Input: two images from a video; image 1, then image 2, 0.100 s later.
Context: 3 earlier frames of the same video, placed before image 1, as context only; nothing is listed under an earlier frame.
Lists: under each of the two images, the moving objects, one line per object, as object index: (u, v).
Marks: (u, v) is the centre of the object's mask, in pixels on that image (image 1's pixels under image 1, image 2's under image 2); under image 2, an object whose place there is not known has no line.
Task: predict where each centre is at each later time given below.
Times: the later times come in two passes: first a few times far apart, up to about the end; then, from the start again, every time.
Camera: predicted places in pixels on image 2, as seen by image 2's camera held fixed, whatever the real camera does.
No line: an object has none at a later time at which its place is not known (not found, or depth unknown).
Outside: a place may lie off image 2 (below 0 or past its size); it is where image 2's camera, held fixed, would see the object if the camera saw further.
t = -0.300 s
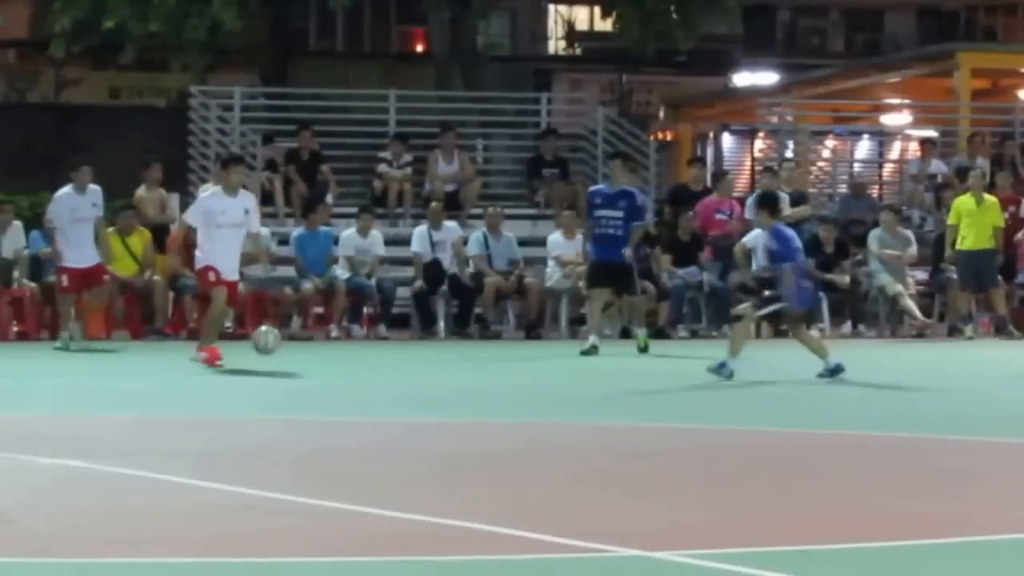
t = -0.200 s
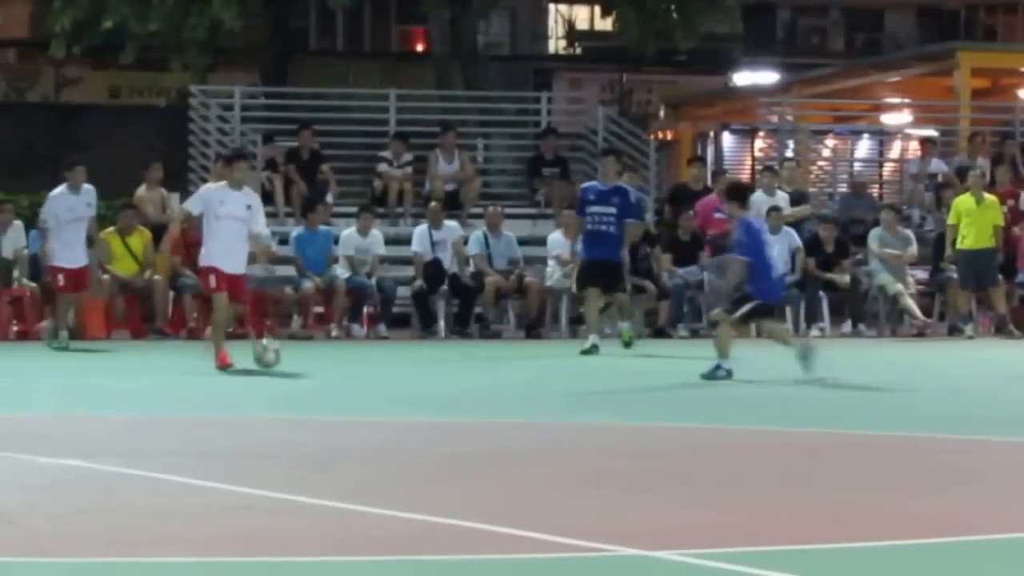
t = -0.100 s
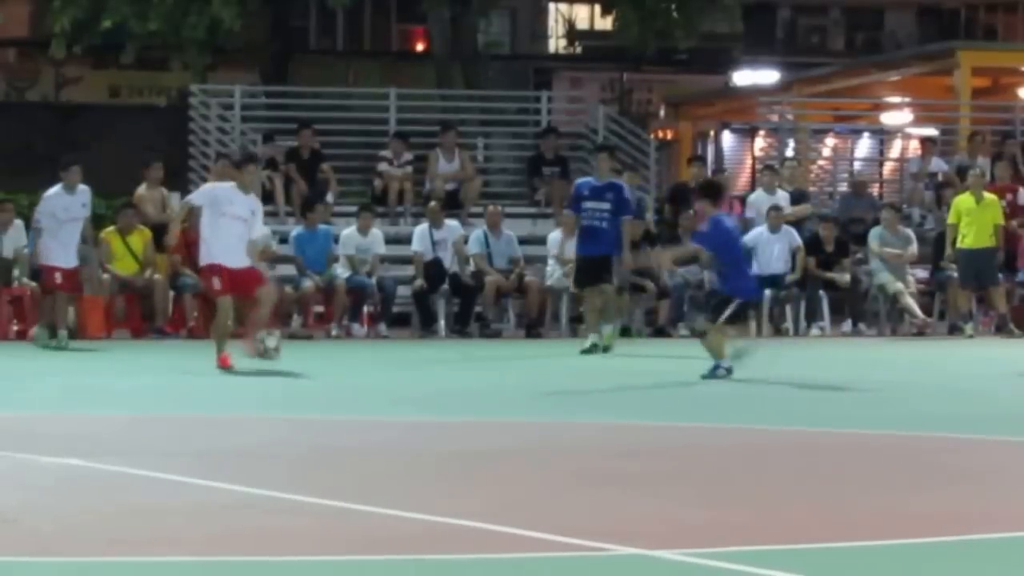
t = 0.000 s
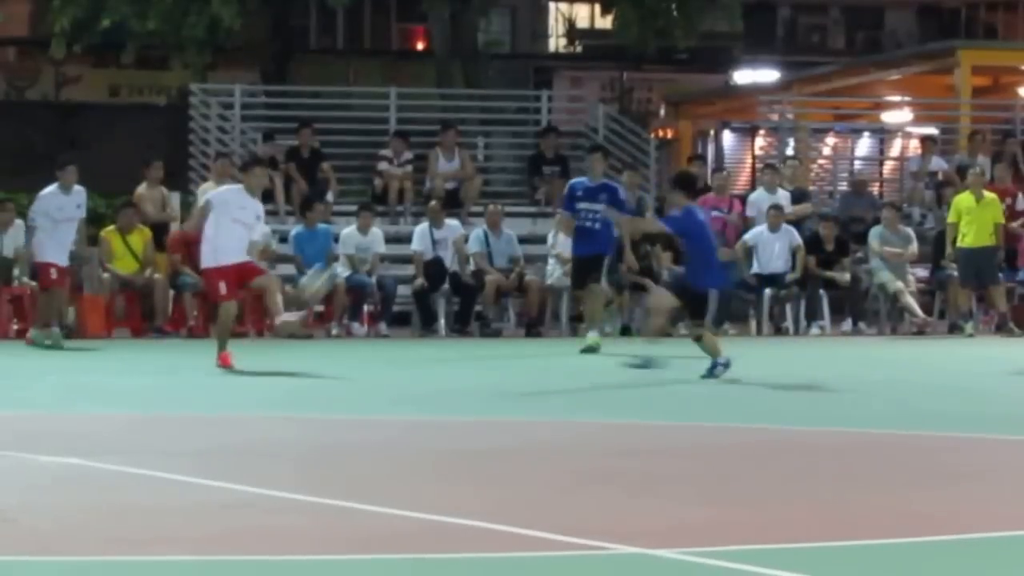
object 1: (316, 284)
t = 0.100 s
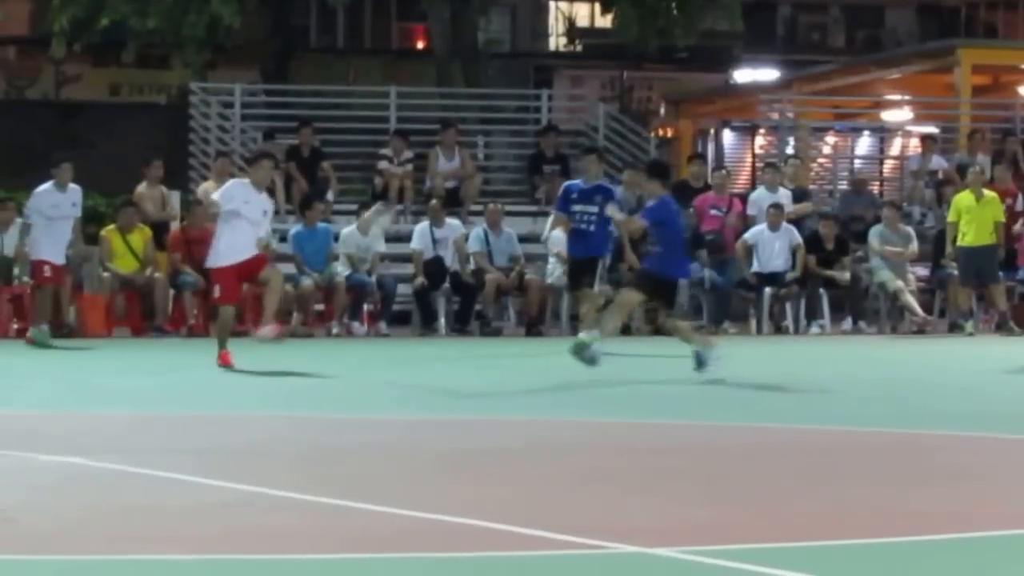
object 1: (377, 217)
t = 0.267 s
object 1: (484, 147)
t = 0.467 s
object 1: (621, 102)
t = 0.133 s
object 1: (399, 203)
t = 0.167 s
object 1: (421, 187)
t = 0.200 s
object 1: (439, 173)
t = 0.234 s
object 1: (461, 159)
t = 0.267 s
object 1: (484, 147)
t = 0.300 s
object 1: (505, 135)
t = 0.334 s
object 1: (528, 125)
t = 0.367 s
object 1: (552, 118)
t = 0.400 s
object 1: (574, 112)
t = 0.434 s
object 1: (597, 106)
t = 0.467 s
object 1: (621, 102)
